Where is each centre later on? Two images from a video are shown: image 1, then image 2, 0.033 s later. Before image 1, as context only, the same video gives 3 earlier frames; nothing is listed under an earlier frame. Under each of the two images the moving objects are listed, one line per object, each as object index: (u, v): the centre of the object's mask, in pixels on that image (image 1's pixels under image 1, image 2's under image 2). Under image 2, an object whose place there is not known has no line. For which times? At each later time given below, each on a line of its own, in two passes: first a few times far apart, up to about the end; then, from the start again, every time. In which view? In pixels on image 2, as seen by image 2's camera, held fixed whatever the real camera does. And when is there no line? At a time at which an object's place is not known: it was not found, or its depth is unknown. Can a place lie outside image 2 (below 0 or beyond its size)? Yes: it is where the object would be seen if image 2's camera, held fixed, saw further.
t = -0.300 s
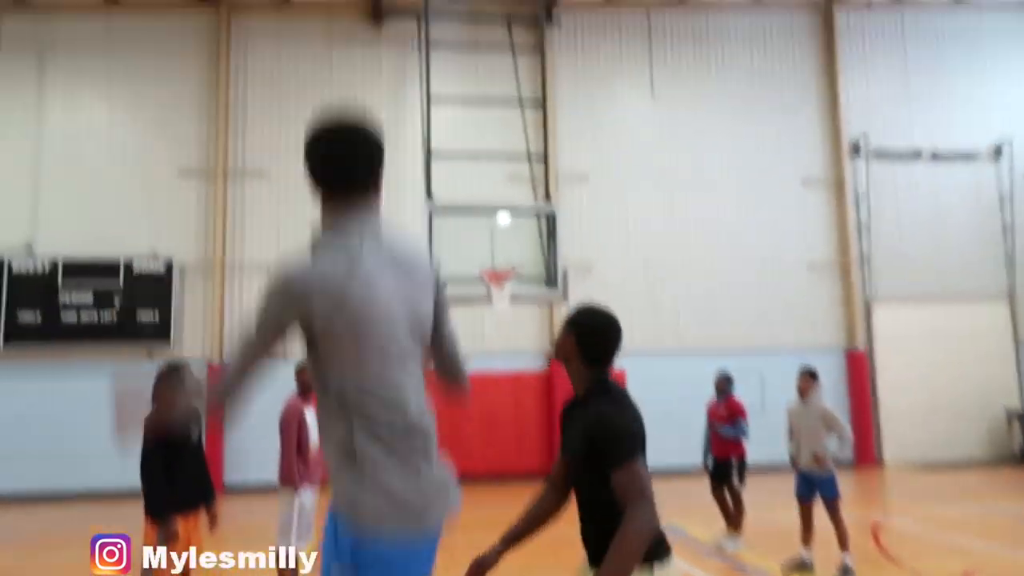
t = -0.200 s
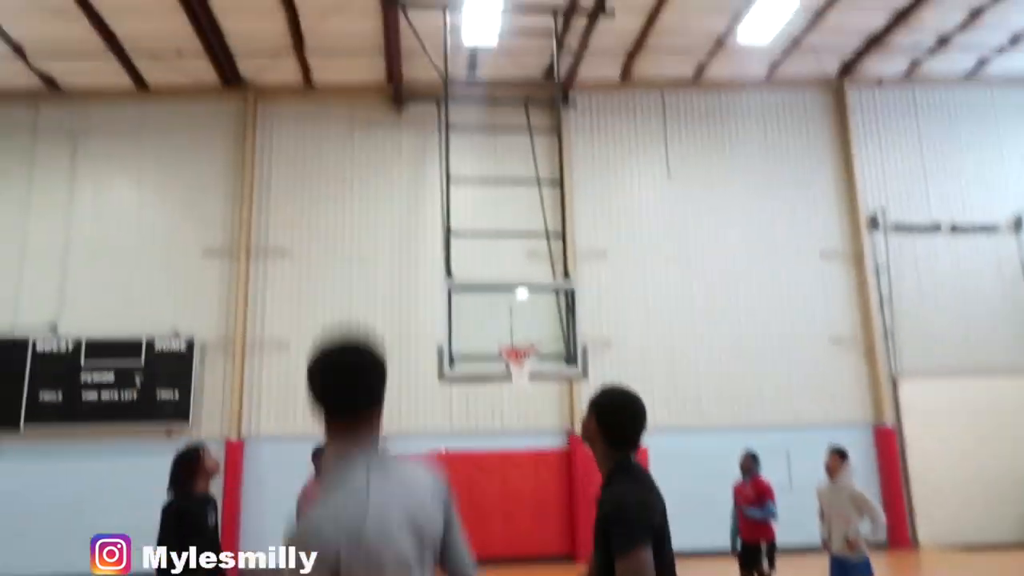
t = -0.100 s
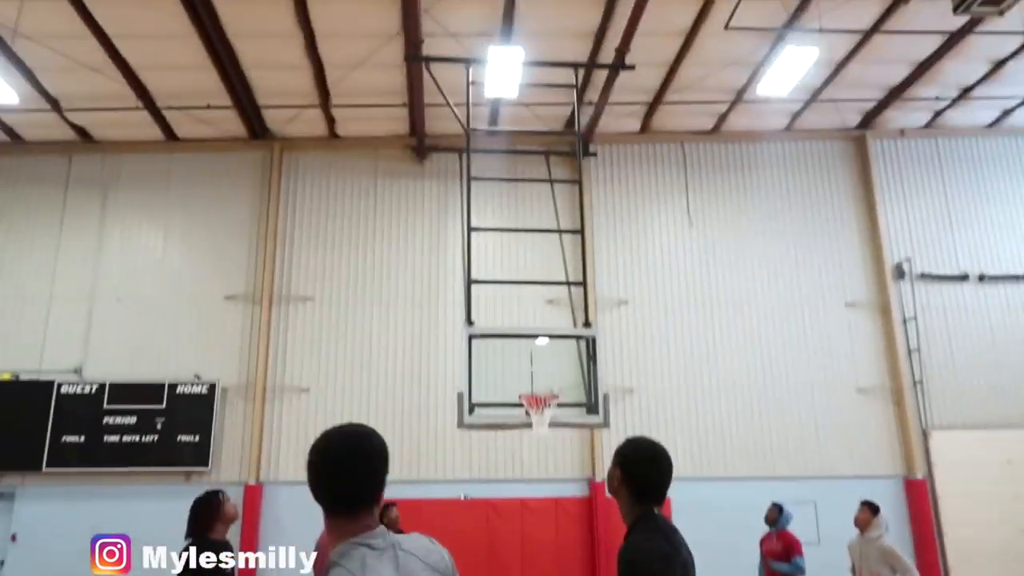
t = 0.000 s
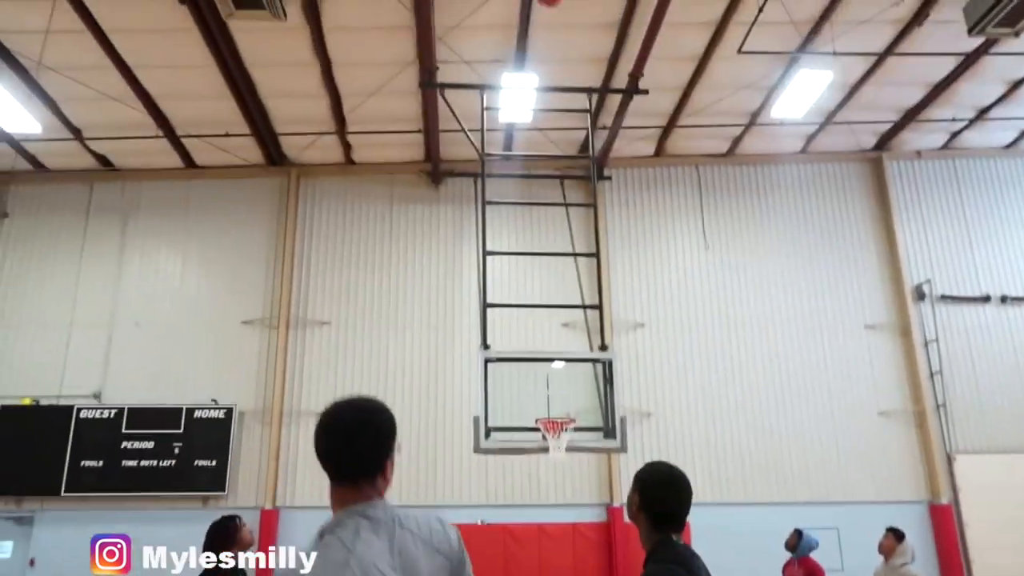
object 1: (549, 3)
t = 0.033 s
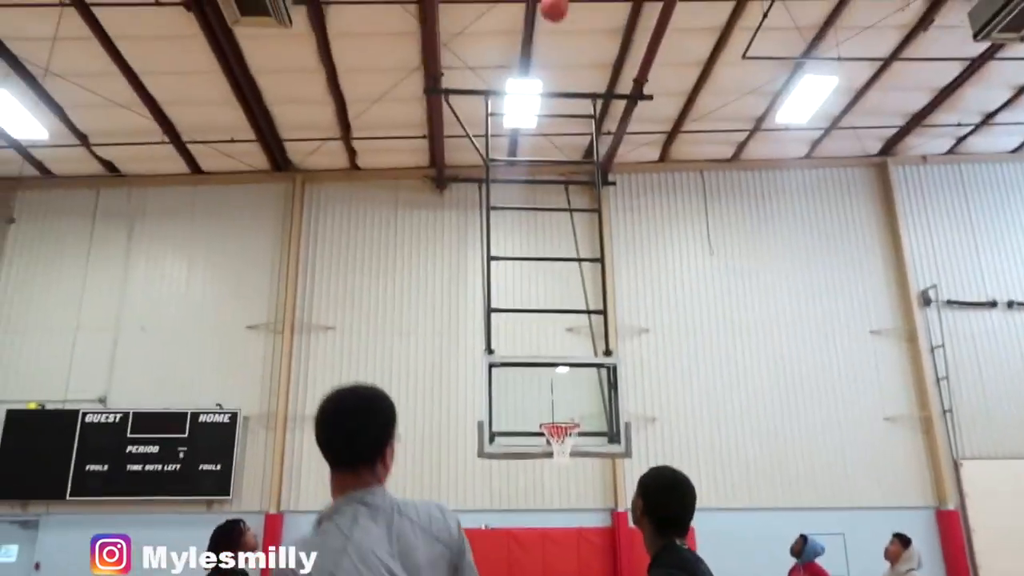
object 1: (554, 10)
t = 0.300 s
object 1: (560, 110)
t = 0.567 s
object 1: (565, 244)
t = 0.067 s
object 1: (555, 19)
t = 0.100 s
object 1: (556, 30)
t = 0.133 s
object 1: (557, 43)
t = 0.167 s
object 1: (557, 55)
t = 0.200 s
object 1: (558, 68)
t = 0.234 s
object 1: (559, 81)
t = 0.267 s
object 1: (560, 95)
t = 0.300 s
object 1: (560, 110)
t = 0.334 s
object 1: (561, 125)
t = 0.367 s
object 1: (562, 141)
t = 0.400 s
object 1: (562, 157)
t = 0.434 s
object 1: (565, 173)
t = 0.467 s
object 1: (564, 190)
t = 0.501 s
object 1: (566, 207)
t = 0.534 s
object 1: (565, 225)
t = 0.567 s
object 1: (565, 244)
